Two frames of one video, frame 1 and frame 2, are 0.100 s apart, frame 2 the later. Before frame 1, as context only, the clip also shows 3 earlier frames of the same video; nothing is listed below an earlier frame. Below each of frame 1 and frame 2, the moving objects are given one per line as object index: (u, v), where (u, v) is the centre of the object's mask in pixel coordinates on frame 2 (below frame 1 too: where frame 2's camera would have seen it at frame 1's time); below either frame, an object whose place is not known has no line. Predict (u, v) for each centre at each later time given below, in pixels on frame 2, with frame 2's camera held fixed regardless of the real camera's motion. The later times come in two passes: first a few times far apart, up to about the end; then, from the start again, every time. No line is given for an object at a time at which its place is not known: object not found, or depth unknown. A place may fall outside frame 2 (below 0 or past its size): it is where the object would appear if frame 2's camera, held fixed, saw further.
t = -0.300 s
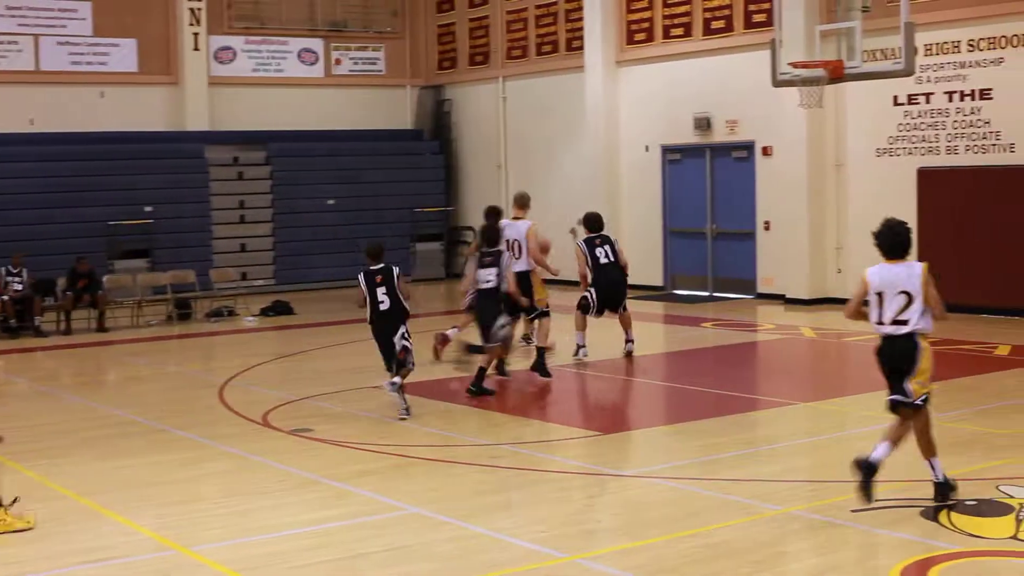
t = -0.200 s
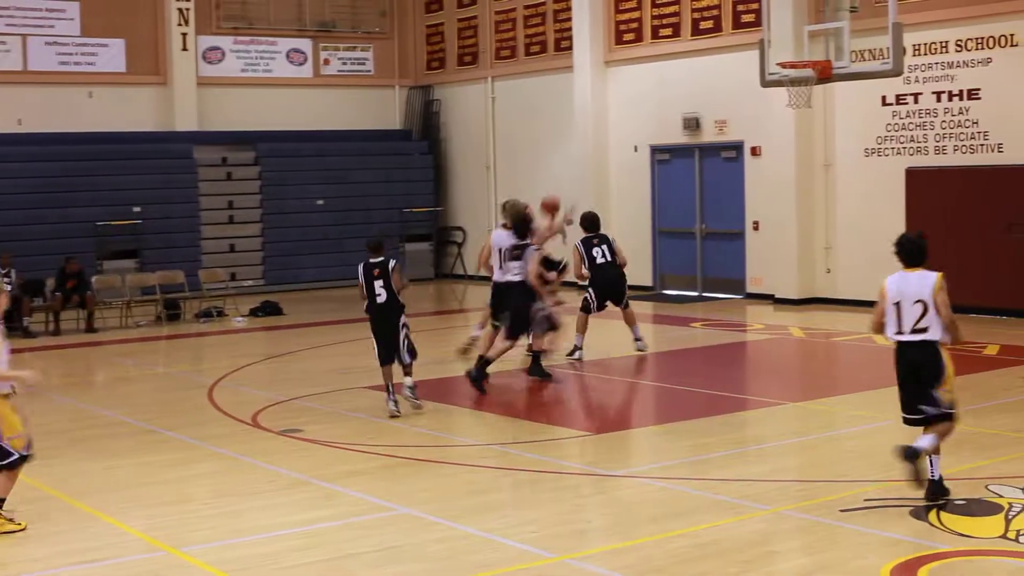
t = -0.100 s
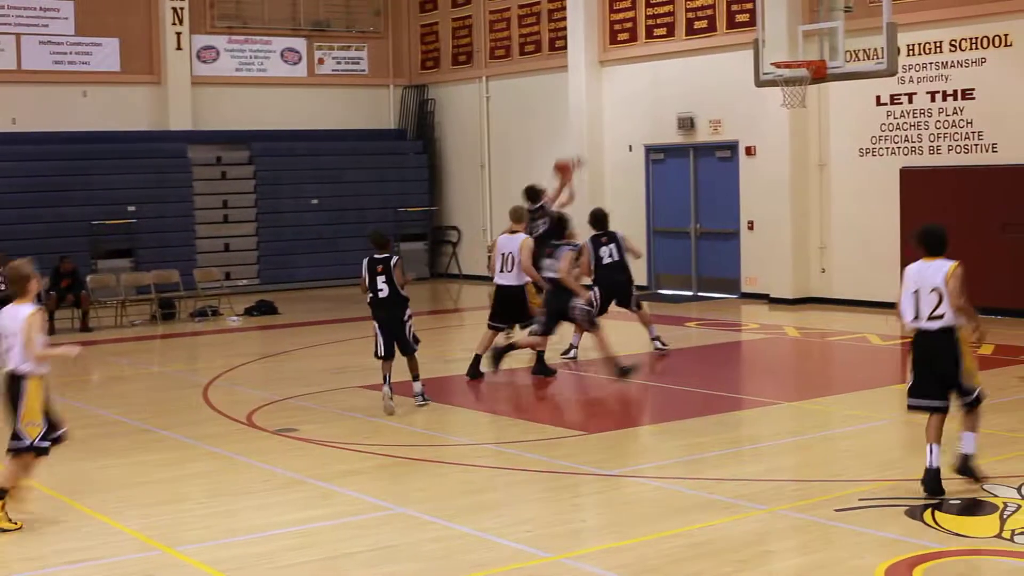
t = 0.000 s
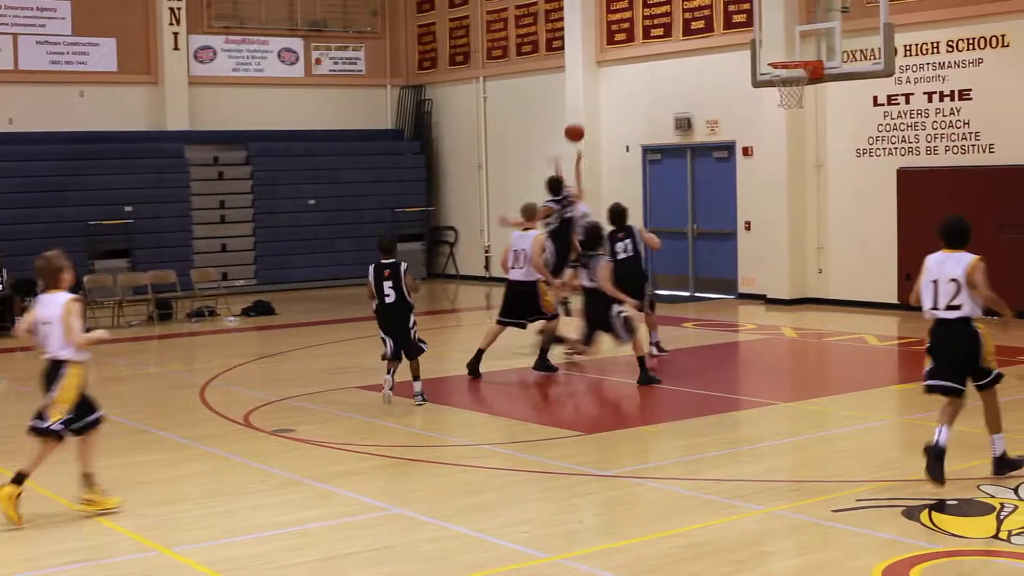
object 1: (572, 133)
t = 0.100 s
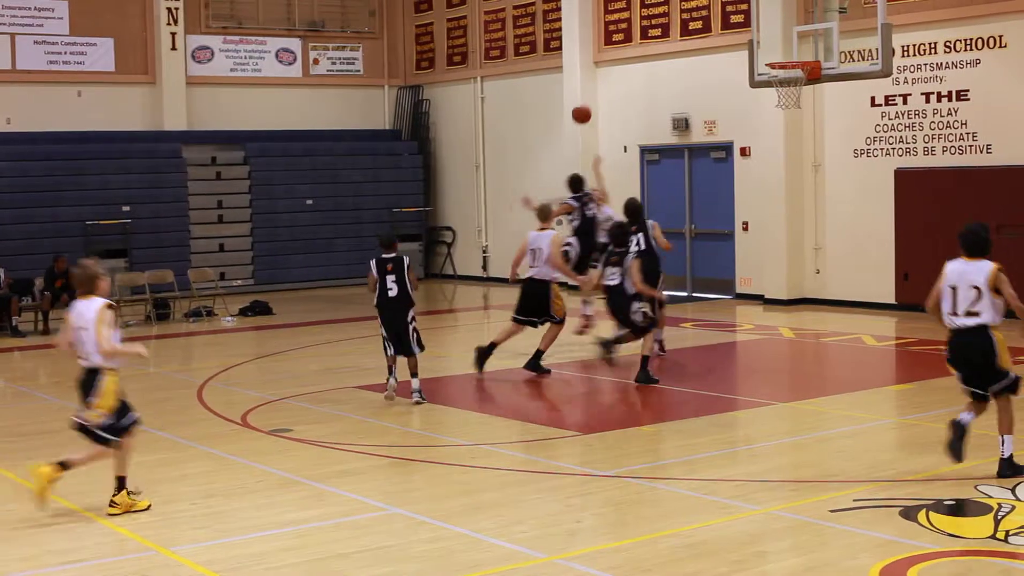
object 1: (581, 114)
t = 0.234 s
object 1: (594, 103)
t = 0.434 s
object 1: (612, 112)
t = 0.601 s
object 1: (627, 143)
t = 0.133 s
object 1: (584, 110)
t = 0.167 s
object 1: (587, 107)
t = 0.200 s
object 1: (590, 105)
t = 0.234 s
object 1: (594, 103)
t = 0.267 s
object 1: (596, 102)
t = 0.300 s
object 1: (599, 102)
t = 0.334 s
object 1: (602, 104)
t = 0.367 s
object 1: (605, 106)
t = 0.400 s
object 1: (609, 108)
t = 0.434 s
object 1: (612, 112)
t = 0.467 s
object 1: (615, 117)
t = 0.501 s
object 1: (618, 122)
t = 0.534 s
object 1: (621, 128)
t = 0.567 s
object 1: (624, 135)
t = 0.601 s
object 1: (627, 143)
